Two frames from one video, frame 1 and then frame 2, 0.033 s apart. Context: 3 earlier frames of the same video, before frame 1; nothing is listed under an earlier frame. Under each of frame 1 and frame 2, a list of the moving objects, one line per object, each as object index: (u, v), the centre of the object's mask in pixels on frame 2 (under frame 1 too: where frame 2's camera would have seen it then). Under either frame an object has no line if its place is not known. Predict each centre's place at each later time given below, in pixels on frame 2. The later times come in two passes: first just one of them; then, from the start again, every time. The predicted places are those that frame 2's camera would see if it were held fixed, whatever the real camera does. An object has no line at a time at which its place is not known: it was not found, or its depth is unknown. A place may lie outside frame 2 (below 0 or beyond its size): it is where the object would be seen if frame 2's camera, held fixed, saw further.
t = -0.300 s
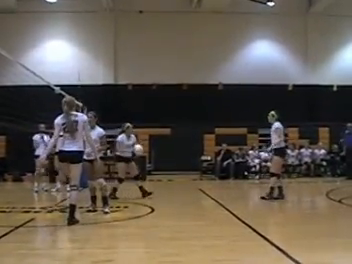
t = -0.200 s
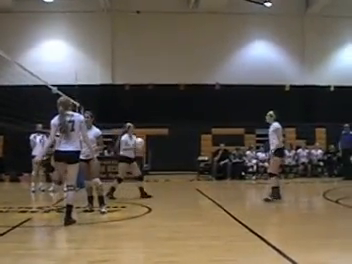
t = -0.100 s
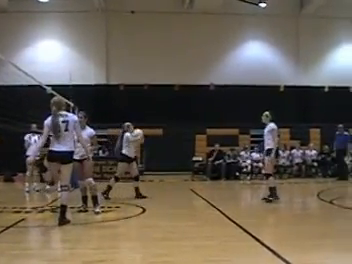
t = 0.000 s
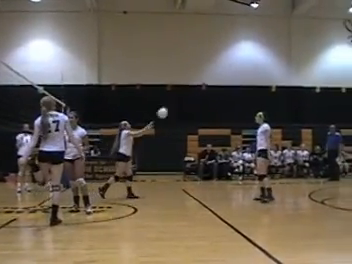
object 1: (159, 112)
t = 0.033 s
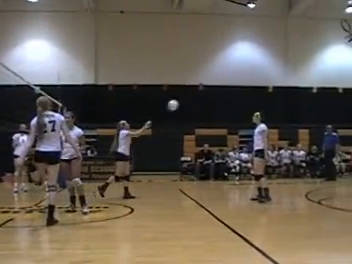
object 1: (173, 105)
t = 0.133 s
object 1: (211, 85)
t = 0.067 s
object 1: (185, 98)
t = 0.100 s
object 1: (199, 91)
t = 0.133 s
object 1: (211, 85)
